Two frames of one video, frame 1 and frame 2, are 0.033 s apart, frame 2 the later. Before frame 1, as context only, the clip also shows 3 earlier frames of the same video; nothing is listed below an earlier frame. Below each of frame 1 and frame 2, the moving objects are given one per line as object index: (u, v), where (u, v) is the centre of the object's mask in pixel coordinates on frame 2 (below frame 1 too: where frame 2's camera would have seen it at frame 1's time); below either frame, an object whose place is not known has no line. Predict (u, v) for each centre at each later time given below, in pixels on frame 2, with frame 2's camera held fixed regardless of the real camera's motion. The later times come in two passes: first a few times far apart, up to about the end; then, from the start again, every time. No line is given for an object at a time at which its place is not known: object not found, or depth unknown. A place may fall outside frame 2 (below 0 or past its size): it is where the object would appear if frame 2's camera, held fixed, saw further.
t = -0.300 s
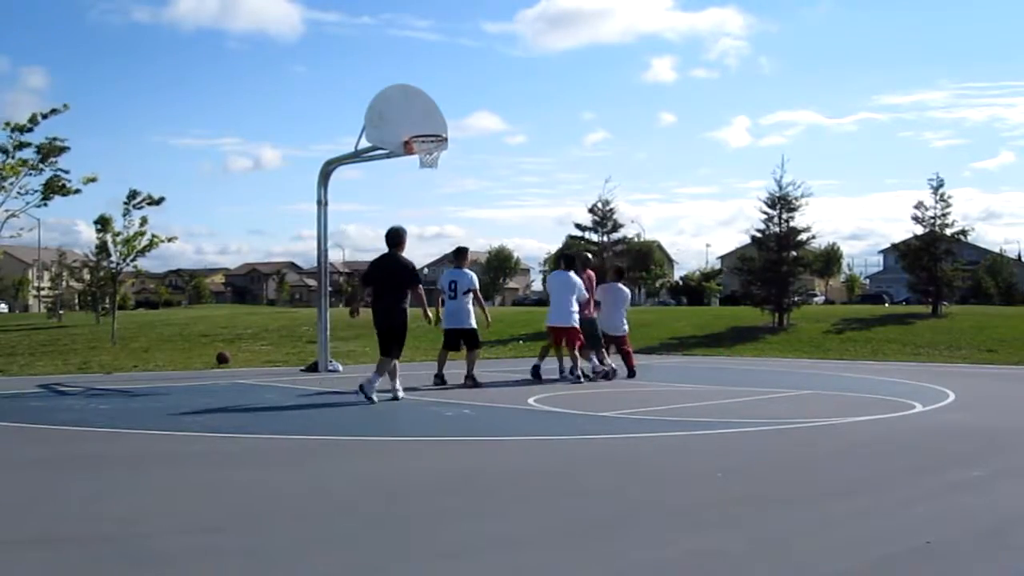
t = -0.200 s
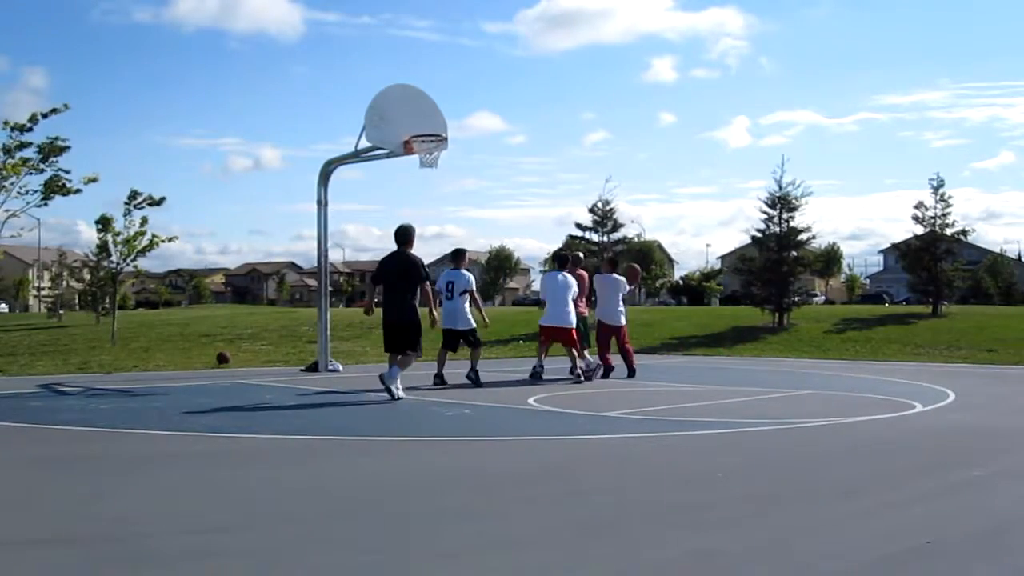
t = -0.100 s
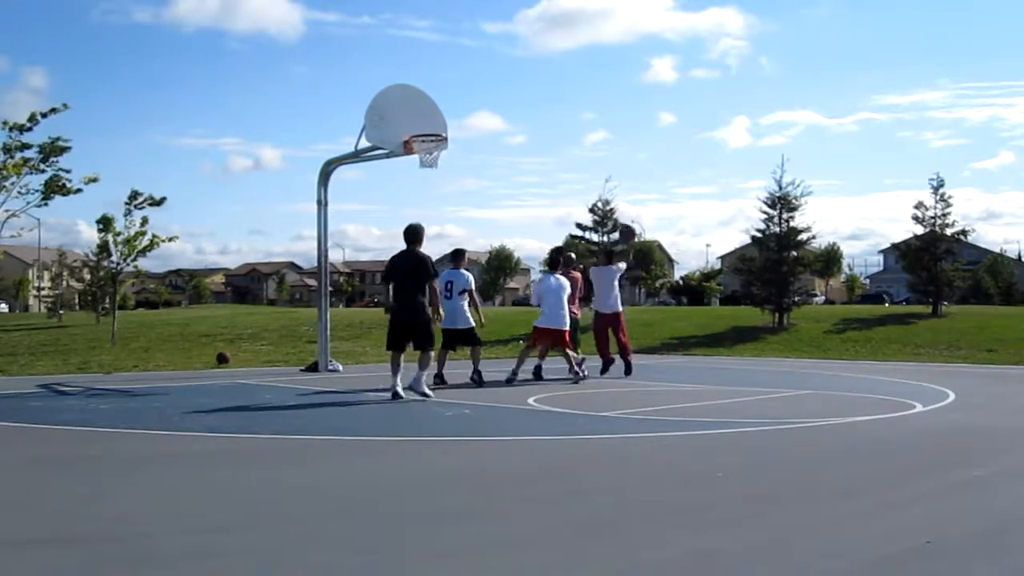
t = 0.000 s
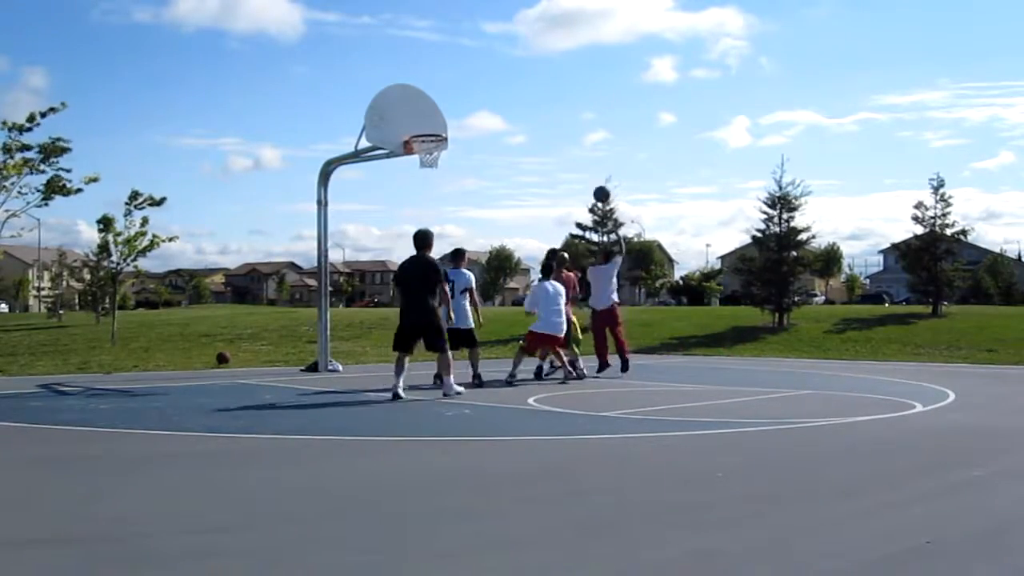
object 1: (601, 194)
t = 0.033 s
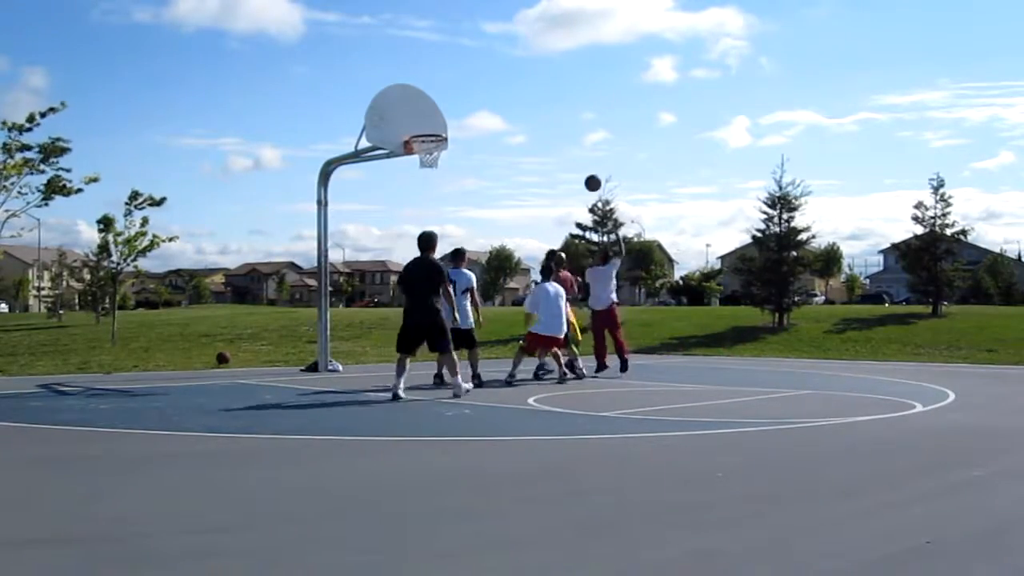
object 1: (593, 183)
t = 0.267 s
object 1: (532, 127)
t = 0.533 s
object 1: (462, 112)
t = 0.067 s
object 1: (584, 172)
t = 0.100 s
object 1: (575, 163)
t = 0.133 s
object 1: (567, 154)
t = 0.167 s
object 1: (558, 146)
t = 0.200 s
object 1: (549, 139)
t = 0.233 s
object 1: (541, 133)
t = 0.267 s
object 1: (532, 127)
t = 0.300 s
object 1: (523, 123)
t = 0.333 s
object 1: (514, 119)
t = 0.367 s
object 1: (506, 115)
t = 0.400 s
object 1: (497, 113)
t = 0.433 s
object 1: (488, 112)
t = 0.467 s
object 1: (480, 111)
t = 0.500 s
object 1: (471, 111)
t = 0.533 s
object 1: (462, 112)
